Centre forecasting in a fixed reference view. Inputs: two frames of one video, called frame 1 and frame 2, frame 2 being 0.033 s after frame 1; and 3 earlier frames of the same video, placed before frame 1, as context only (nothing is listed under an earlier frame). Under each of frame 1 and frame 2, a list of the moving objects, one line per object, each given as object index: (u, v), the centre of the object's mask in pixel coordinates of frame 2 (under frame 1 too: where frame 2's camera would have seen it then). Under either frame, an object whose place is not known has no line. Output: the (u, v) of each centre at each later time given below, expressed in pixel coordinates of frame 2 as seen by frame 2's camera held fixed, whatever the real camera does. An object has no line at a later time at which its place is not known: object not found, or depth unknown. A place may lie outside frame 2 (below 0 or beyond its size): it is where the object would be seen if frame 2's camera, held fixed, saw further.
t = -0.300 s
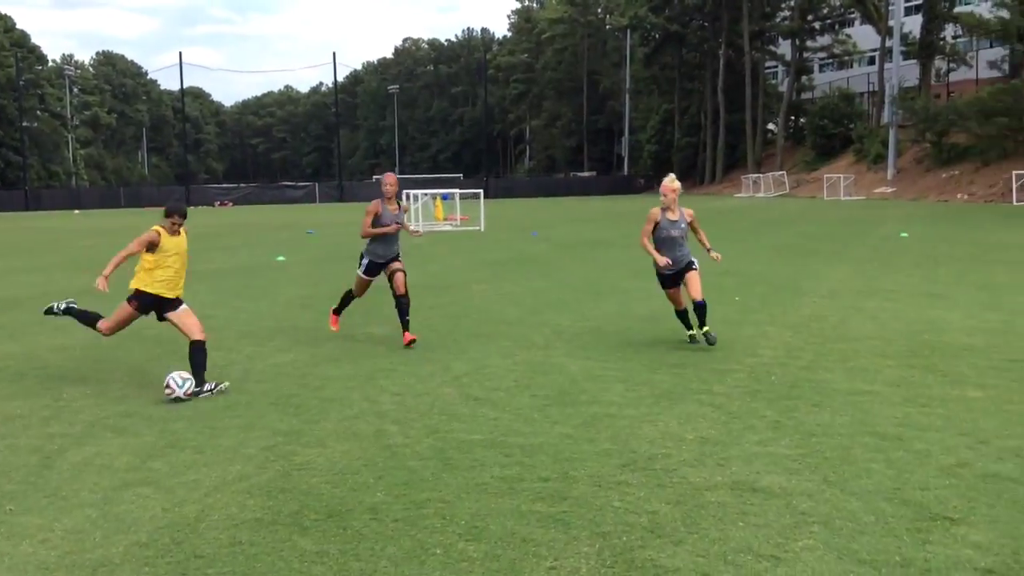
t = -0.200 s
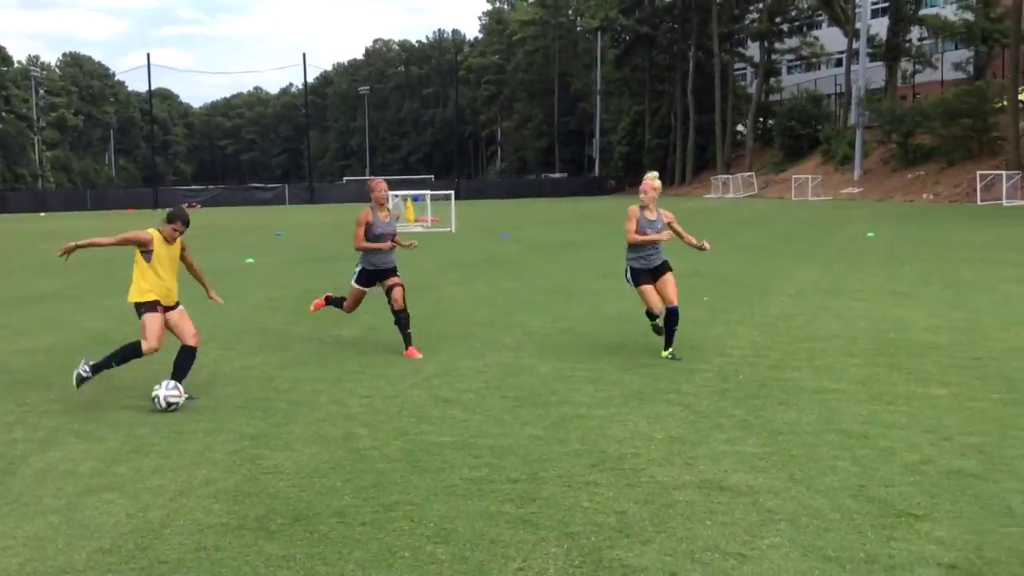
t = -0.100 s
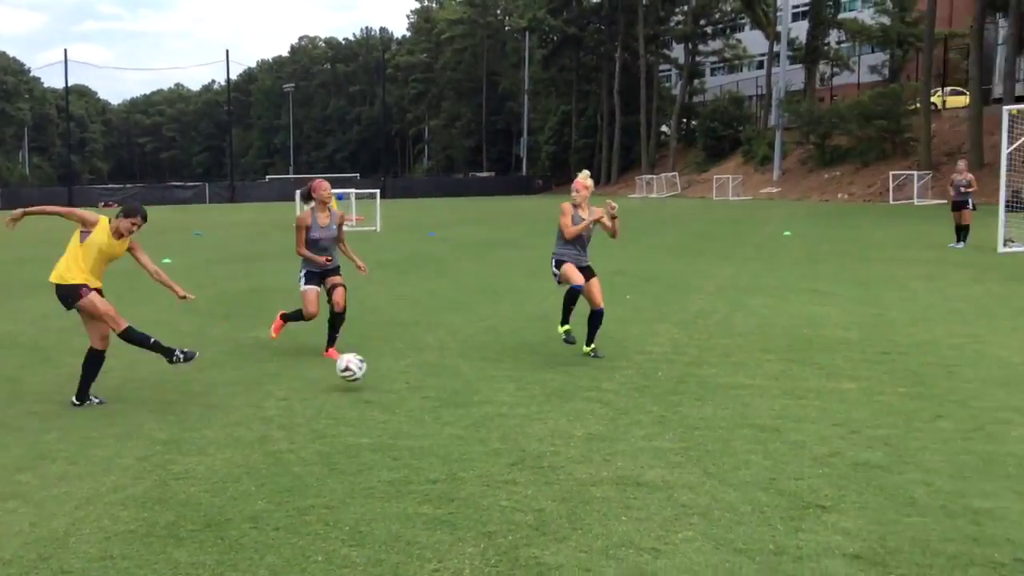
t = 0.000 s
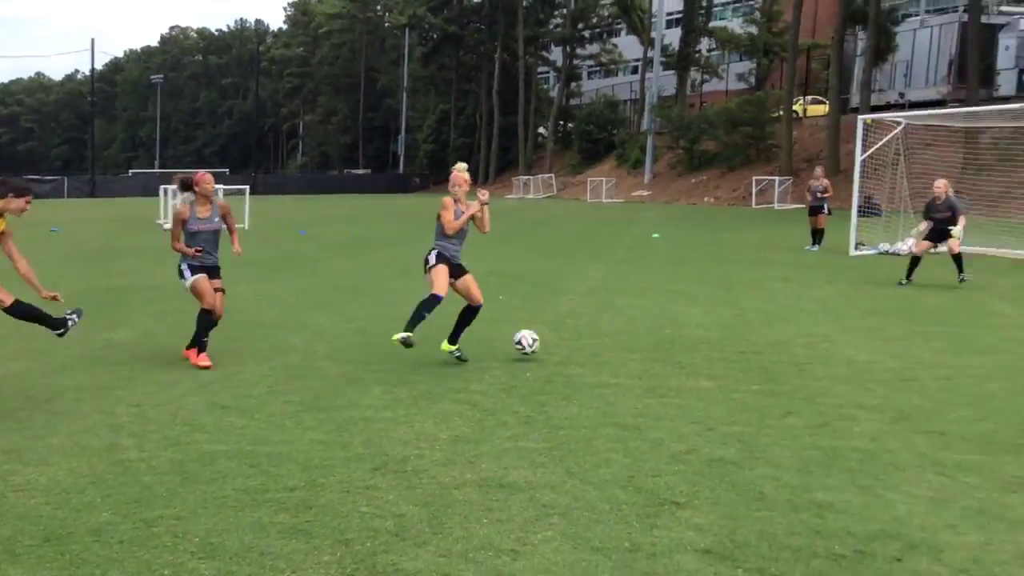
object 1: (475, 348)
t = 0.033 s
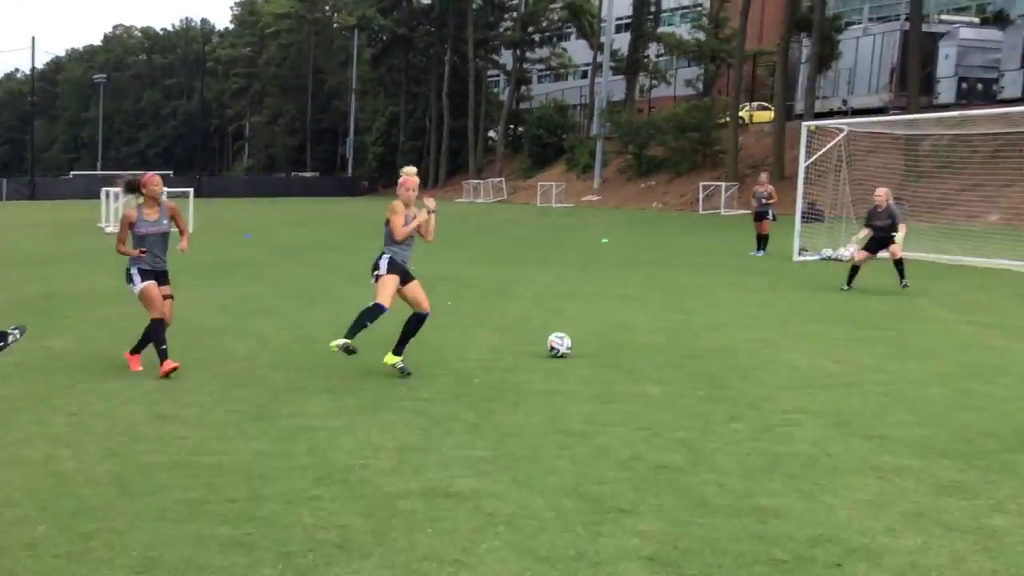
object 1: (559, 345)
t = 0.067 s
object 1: (632, 337)
